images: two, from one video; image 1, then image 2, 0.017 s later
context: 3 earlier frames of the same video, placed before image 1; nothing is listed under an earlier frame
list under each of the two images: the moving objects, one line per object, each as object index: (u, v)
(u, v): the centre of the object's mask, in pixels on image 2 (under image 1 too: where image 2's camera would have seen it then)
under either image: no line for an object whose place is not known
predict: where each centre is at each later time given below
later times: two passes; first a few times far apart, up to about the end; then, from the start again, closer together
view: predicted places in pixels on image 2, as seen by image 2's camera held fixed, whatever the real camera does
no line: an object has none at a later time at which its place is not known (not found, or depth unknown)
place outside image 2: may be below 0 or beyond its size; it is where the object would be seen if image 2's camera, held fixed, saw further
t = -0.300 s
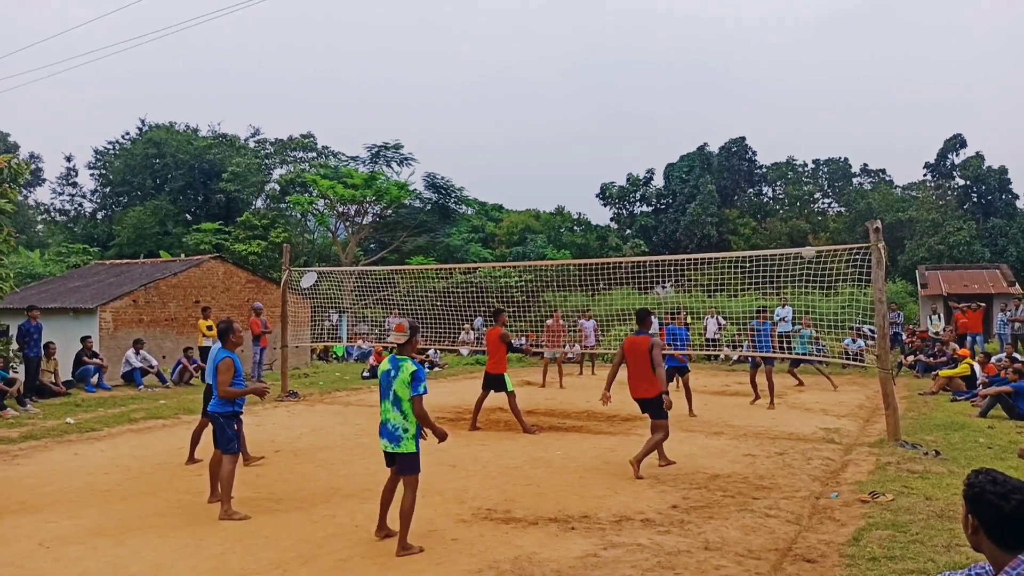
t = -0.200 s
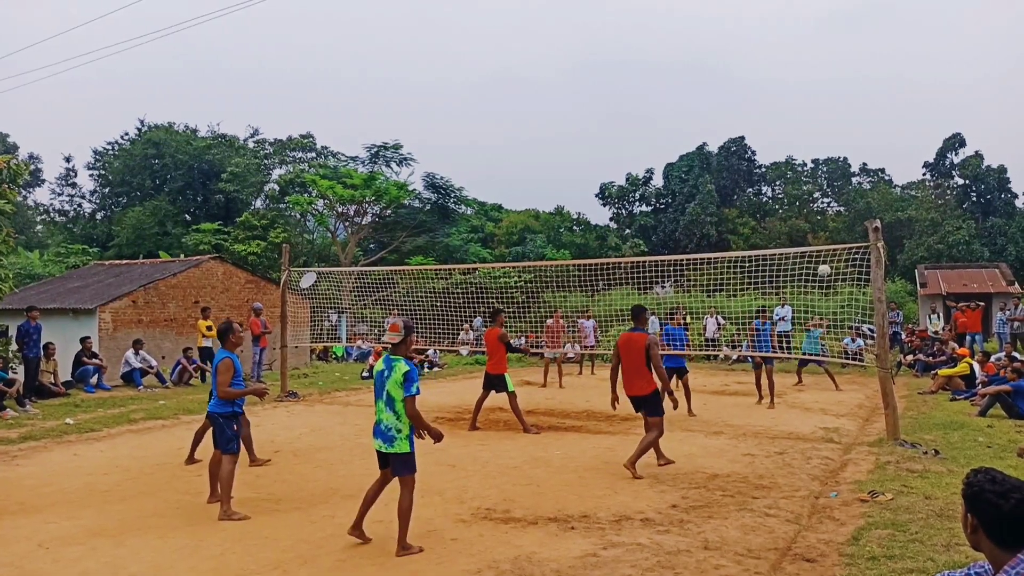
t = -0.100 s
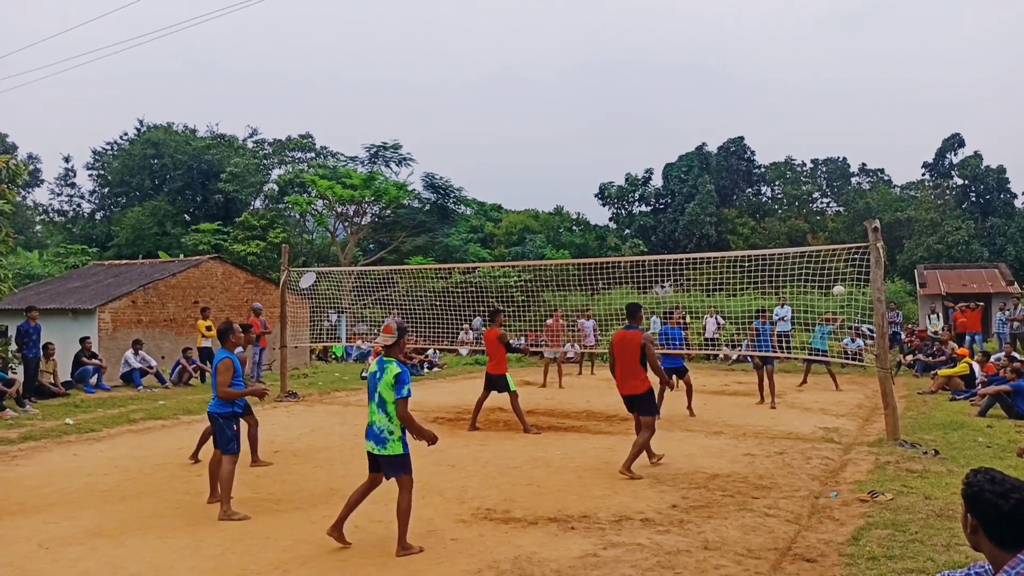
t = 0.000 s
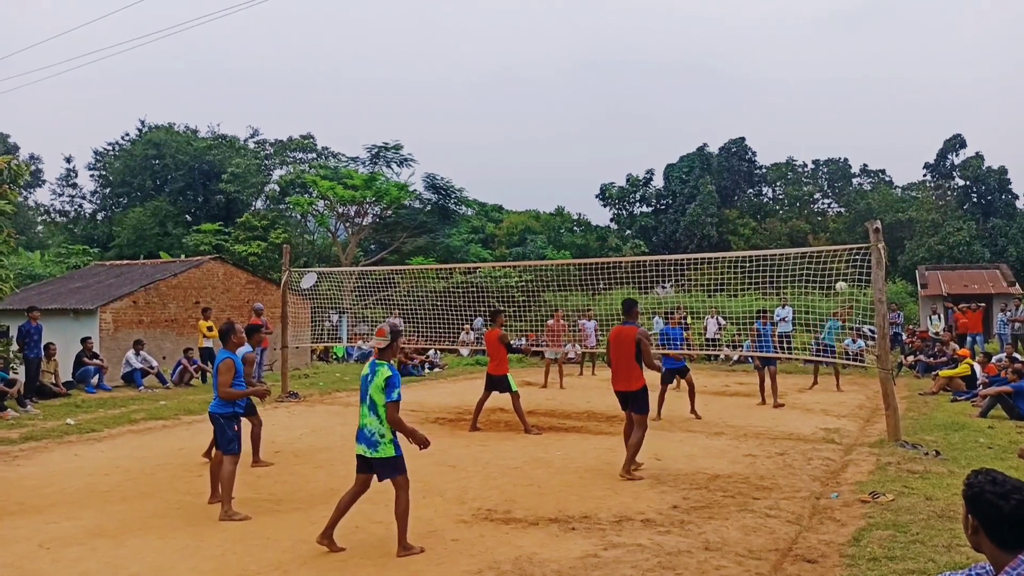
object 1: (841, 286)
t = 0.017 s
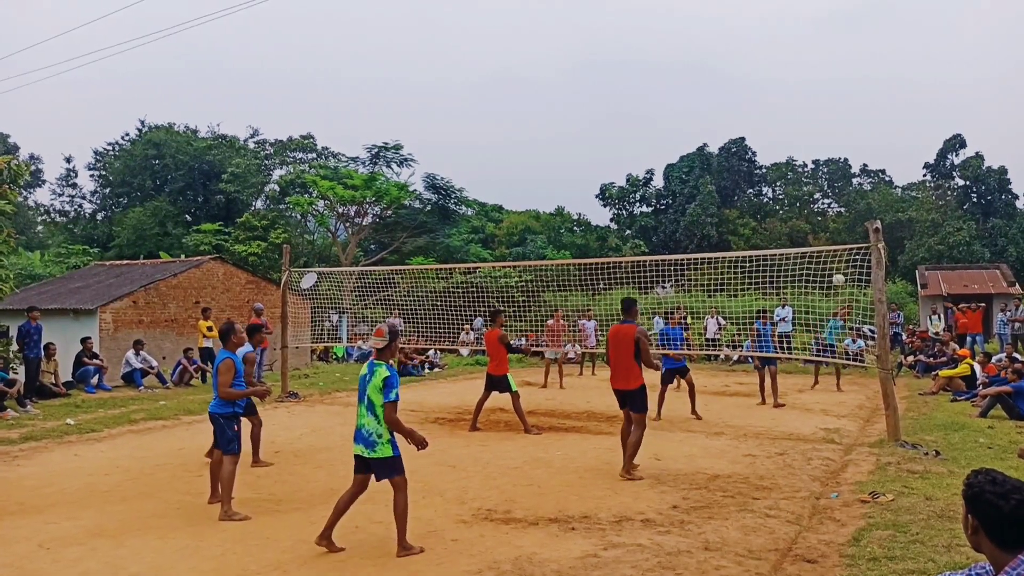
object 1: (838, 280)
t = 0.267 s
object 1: (793, 183)
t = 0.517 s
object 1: (739, 109)
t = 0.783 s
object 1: (674, 62)
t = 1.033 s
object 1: (602, 56)
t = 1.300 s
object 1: (514, 99)
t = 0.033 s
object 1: (835, 272)
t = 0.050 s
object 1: (832, 266)
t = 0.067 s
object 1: (830, 259)
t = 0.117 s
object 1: (821, 238)
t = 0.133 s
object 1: (818, 232)
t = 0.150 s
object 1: (815, 225)
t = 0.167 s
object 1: (812, 219)
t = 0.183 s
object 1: (808, 212)
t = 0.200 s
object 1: (805, 206)
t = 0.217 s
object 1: (802, 200)
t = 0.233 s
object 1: (799, 194)
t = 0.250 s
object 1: (796, 188)
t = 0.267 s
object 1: (793, 183)
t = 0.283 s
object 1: (789, 177)
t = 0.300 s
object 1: (786, 171)
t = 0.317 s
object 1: (783, 166)
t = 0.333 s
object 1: (779, 163)
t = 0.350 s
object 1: (776, 156)
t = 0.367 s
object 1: (772, 150)
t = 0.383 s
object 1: (769, 146)
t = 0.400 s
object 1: (765, 141)
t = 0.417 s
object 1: (761, 135)
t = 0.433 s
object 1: (758, 131)
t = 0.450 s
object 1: (754, 126)
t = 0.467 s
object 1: (750, 122)
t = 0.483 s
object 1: (747, 118)
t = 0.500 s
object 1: (743, 114)
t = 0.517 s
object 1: (739, 109)
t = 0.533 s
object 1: (736, 106)
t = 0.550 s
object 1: (732, 102)
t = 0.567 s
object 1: (728, 98)
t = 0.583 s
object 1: (724, 94)
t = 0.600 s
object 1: (720, 91)
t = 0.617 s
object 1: (716, 88)
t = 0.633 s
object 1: (712, 84)
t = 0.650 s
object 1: (708, 81)
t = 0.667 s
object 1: (703, 78)
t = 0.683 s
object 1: (699, 75)
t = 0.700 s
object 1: (695, 73)
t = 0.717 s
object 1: (691, 71)
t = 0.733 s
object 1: (687, 68)
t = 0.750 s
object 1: (682, 67)
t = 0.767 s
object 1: (678, 64)
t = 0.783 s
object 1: (674, 62)
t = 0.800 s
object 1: (669, 61)
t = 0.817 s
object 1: (665, 59)
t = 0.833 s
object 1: (660, 58)
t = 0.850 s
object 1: (656, 57)
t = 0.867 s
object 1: (651, 56)
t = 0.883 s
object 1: (646, 55)
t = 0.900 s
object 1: (641, 54)
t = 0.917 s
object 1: (636, 54)
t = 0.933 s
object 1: (632, 54)
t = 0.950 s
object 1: (627, 54)
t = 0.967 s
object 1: (622, 54)
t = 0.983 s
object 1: (618, 54)
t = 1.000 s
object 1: (612, 54)
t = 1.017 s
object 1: (607, 55)
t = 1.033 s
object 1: (602, 56)
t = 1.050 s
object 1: (596, 57)
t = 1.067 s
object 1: (592, 58)
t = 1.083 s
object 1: (586, 60)
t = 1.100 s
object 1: (581, 61)
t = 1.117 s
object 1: (576, 63)
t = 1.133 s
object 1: (570, 65)
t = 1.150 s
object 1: (565, 68)
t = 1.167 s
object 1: (559, 70)
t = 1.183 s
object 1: (554, 73)
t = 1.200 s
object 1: (548, 77)
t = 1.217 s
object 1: (543, 79)
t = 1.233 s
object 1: (537, 83)
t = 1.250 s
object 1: (531, 87)
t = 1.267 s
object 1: (525, 91)
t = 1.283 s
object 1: (519, 95)
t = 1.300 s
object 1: (514, 99)
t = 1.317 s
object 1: (507, 104)
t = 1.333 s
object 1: (502, 108)
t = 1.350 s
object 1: (496, 113)
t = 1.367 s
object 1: (489, 119)
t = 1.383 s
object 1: (483, 125)
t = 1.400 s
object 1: (477, 131)
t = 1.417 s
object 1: (471, 137)
